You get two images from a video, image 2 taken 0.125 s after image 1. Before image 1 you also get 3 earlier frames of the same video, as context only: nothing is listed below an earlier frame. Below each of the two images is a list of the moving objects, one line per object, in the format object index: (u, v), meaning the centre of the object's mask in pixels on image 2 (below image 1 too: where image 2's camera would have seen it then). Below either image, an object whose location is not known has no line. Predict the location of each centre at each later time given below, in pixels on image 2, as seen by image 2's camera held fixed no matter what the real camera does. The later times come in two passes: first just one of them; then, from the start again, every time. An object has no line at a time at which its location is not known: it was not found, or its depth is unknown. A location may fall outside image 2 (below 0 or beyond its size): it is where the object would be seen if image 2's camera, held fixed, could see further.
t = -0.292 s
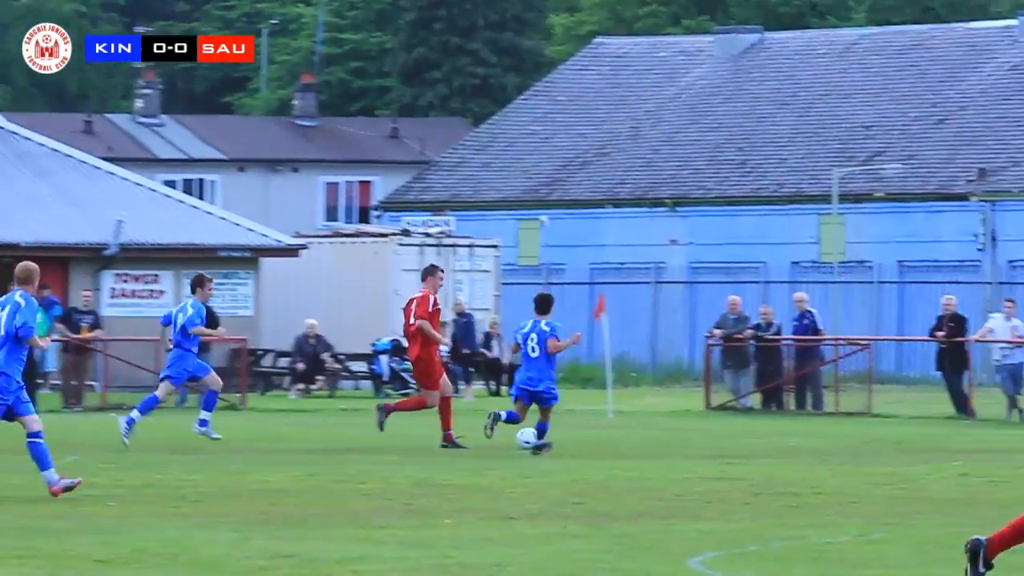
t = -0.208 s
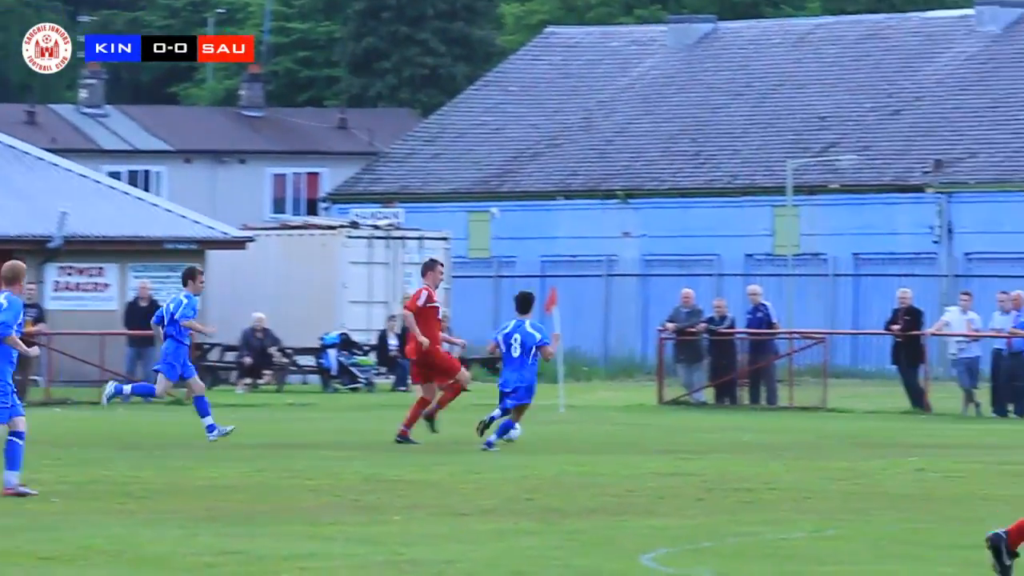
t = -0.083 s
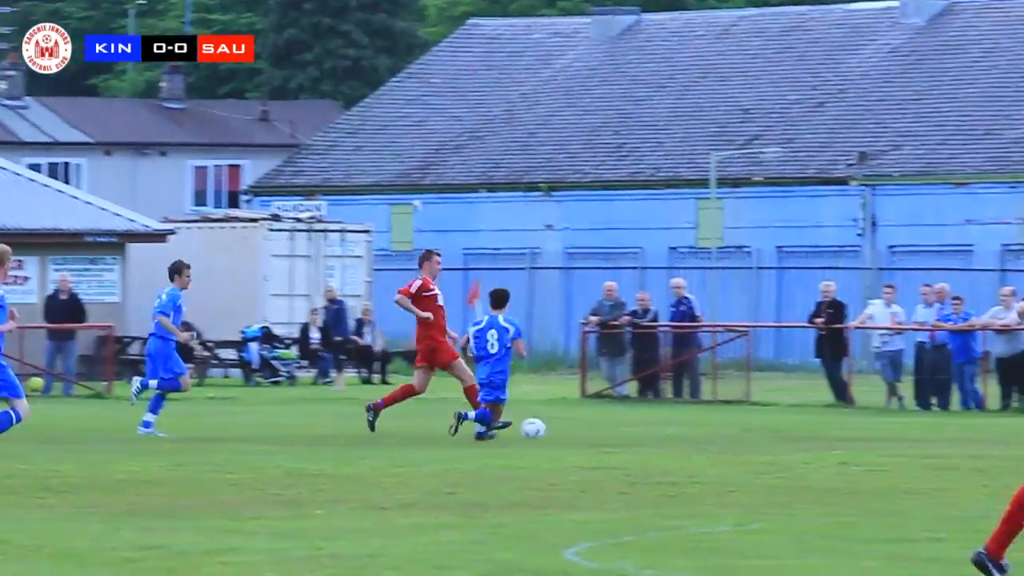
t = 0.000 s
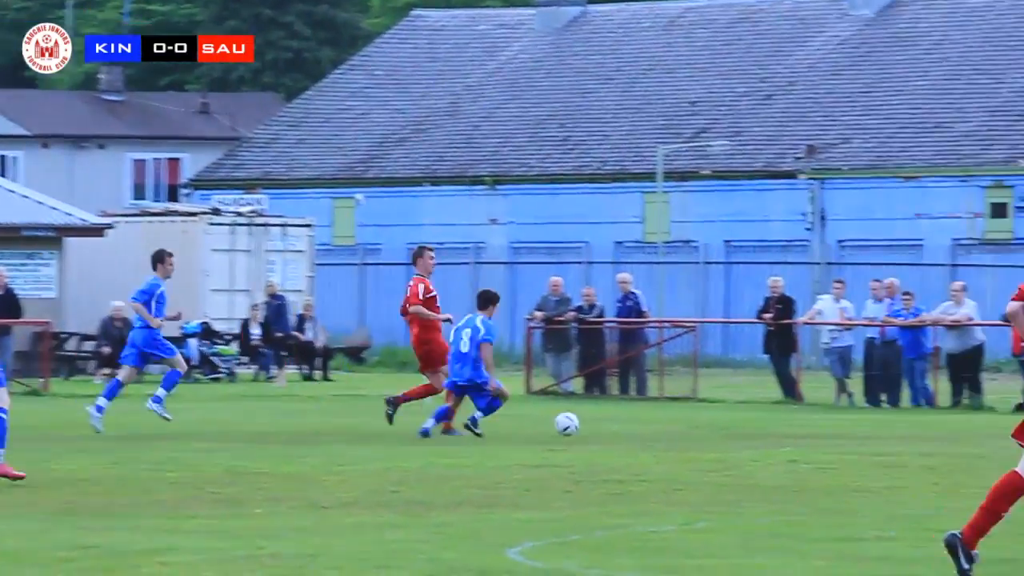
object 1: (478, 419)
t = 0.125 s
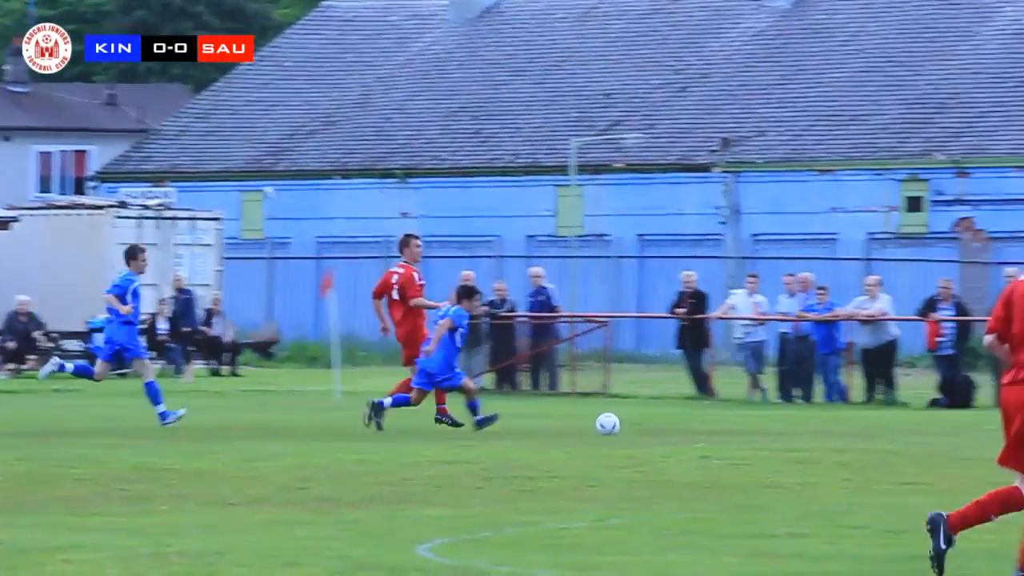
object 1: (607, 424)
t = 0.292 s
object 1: (756, 426)
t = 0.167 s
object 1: (647, 425)
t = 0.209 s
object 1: (684, 423)
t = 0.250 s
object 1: (720, 423)
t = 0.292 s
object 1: (756, 426)
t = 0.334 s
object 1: (793, 429)
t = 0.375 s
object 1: (826, 429)
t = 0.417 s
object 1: (859, 428)
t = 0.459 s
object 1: (890, 428)
